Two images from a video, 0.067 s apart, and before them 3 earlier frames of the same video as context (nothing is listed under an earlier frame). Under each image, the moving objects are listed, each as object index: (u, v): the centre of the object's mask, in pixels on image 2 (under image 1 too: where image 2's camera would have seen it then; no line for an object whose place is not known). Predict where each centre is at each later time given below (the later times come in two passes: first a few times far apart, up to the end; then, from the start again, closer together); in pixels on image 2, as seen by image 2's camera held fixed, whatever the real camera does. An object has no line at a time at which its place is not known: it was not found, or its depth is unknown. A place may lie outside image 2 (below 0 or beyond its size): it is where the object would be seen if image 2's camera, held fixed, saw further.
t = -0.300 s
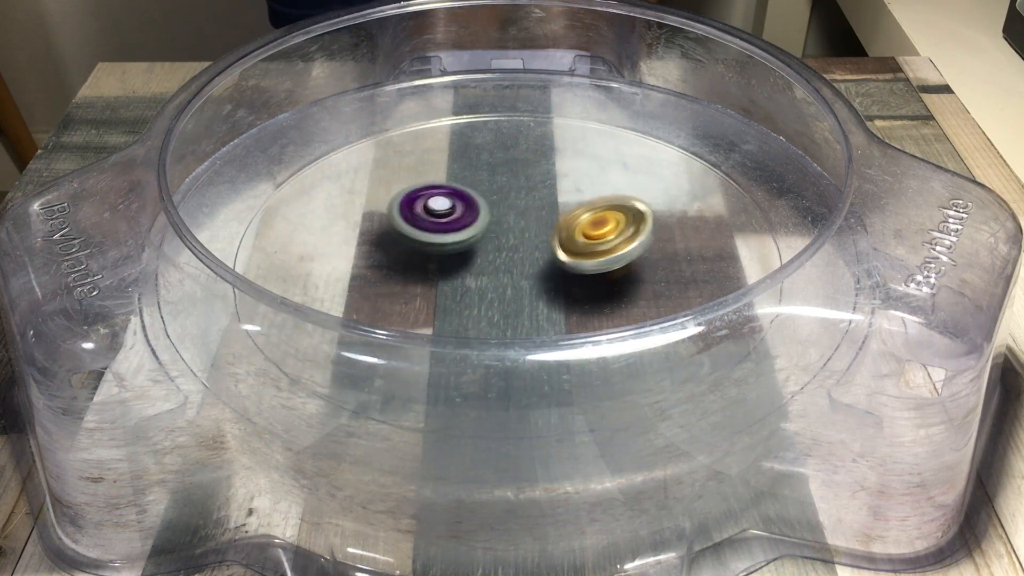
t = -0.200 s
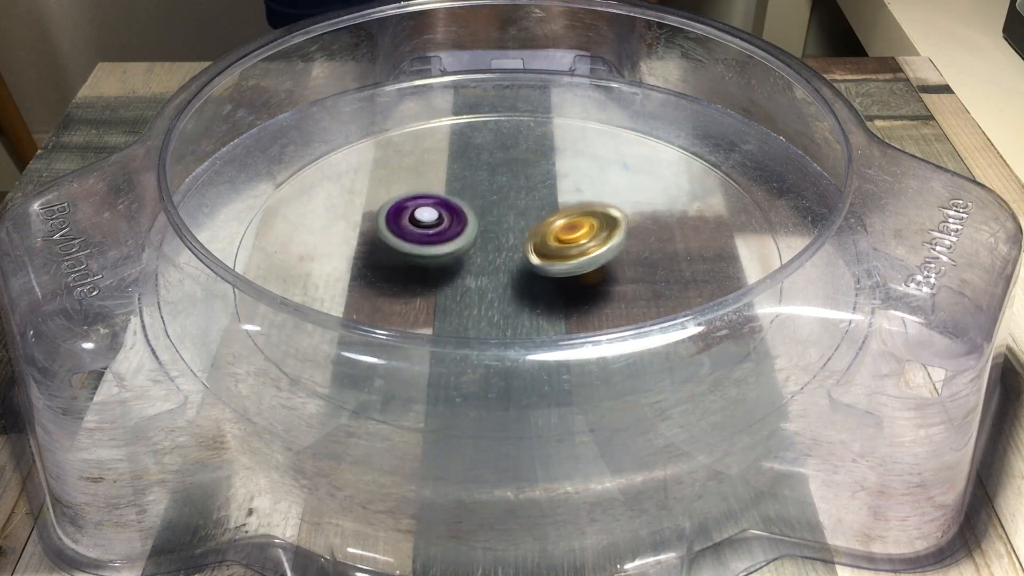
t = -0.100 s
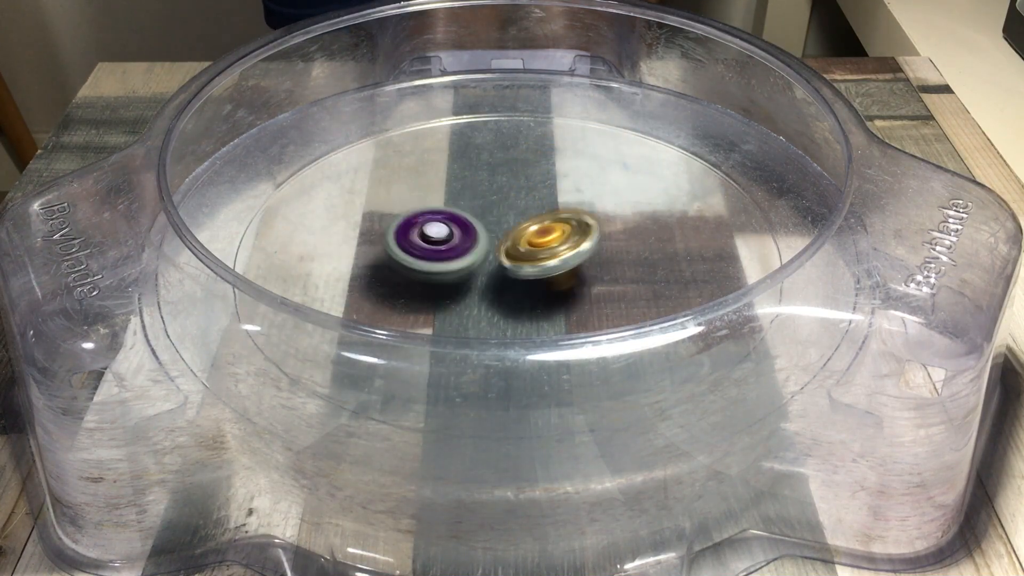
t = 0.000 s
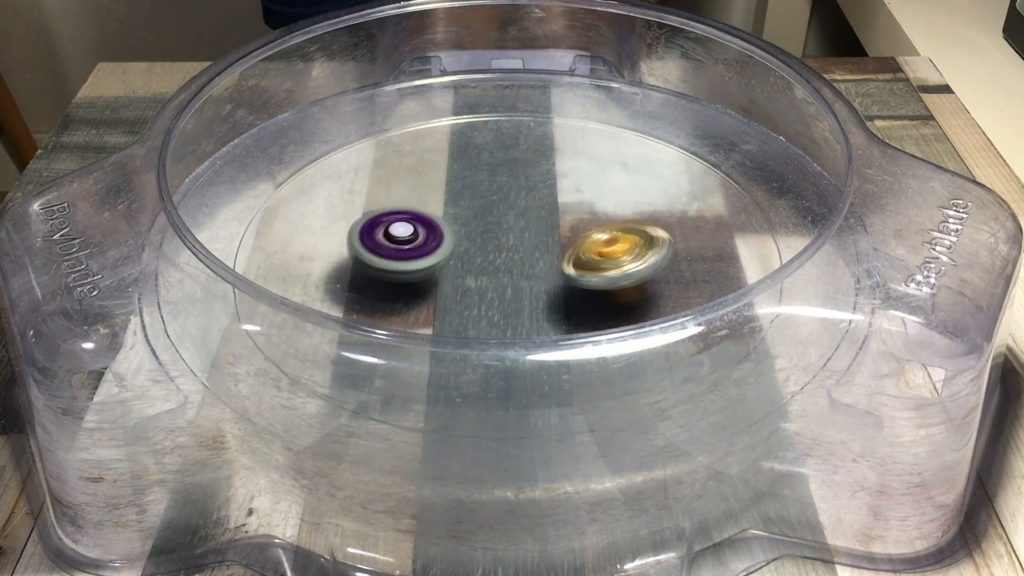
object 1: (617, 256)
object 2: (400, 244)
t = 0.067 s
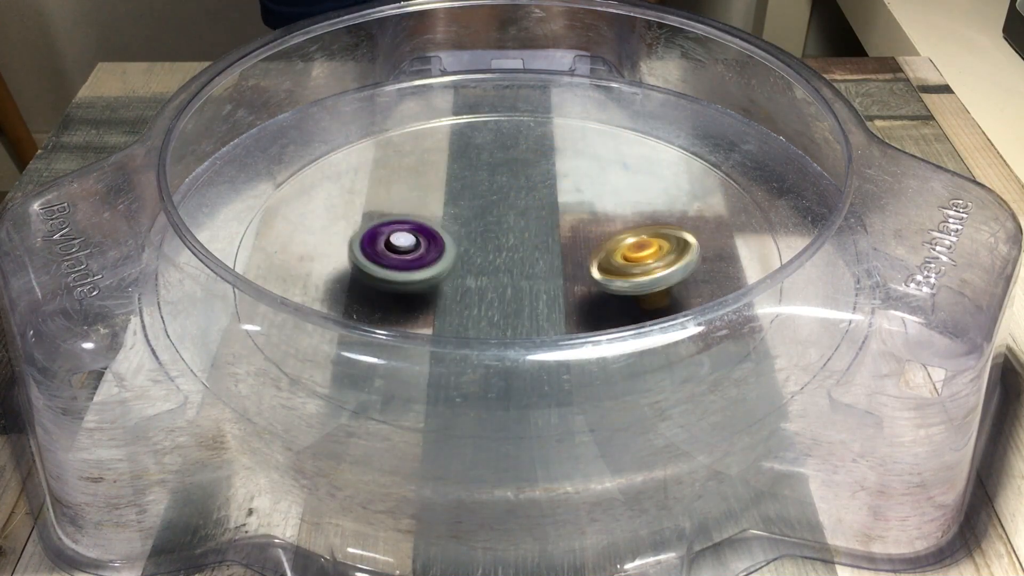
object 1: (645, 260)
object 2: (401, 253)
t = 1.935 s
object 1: (541, 195)
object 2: (660, 237)
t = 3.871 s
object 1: (509, 198)
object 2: (357, 196)
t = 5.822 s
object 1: (443, 241)
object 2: (542, 312)
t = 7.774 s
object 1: (485, 267)
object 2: (573, 218)
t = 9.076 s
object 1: (521, 212)
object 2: (439, 281)
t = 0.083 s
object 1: (646, 261)
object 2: (405, 256)
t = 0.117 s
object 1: (647, 262)
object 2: (412, 262)
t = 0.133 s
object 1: (647, 262)
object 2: (417, 265)
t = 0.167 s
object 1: (643, 263)
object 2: (429, 267)
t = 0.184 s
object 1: (640, 263)
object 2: (434, 268)
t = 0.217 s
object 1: (632, 263)
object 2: (449, 270)
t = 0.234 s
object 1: (629, 263)
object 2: (456, 272)
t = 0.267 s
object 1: (621, 263)
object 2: (469, 271)
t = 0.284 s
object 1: (617, 263)
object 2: (476, 270)
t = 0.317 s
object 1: (609, 263)
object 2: (490, 266)
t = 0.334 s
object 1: (604, 263)
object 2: (495, 265)
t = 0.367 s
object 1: (612, 263)
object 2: (496, 259)
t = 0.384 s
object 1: (614, 264)
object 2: (497, 255)
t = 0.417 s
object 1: (615, 264)
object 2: (502, 249)
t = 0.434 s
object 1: (614, 264)
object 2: (505, 247)
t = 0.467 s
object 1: (611, 265)
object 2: (508, 241)
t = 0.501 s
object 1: (606, 265)
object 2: (511, 235)
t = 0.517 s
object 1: (604, 265)
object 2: (511, 232)
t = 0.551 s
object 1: (598, 264)
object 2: (511, 225)
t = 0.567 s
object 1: (593, 264)
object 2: (512, 222)
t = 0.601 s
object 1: (587, 263)
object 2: (509, 218)
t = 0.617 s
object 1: (584, 263)
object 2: (507, 215)
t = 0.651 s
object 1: (576, 262)
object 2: (504, 211)
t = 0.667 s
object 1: (572, 262)
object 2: (501, 209)
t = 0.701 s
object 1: (565, 261)
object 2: (496, 207)
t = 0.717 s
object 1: (562, 260)
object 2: (493, 206)
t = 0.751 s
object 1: (554, 259)
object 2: (487, 204)
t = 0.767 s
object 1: (550, 258)
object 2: (483, 205)
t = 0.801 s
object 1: (543, 256)
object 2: (477, 205)
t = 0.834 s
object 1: (535, 255)
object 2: (472, 206)
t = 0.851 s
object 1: (535, 258)
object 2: (471, 206)
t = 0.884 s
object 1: (547, 274)
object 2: (458, 195)
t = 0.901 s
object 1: (559, 288)
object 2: (445, 183)
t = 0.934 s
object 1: (575, 306)
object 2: (426, 161)
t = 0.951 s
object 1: (577, 306)
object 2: (420, 155)
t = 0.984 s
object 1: (602, 332)
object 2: (405, 144)
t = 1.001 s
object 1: (613, 357)
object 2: (396, 143)
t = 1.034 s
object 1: (625, 365)
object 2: (381, 143)
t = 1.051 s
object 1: (625, 364)
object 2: (375, 145)
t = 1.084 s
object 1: (624, 363)
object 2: (364, 149)
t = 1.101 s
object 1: (622, 362)
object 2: (359, 151)
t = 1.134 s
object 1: (618, 359)
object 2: (350, 159)
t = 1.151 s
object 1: (616, 356)
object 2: (346, 163)
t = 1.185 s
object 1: (603, 333)
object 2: (341, 174)
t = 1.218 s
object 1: (587, 311)
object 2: (339, 186)
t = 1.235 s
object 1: (585, 310)
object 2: (340, 192)
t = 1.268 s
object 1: (577, 305)
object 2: (344, 203)
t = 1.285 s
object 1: (573, 300)
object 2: (346, 209)
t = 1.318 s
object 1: (564, 291)
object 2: (356, 222)
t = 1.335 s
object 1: (556, 284)
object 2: (363, 228)
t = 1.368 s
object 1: (545, 271)
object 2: (379, 240)
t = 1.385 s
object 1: (541, 266)
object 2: (387, 243)
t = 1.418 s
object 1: (530, 253)
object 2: (409, 253)
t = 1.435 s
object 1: (525, 245)
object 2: (420, 260)
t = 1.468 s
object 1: (535, 225)
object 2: (428, 263)
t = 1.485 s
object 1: (542, 224)
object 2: (436, 264)
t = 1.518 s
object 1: (557, 215)
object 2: (453, 267)
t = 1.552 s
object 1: (570, 205)
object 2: (472, 270)
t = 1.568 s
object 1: (576, 201)
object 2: (483, 270)
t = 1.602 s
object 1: (584, 194)
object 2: (506, 271)
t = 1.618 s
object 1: (585, 192)
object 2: (517, 270)
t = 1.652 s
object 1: (587, 188)
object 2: (539, 268)
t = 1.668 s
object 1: (587, 187)
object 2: (550, 267)
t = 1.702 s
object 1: (583, 187)
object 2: (568, 263)
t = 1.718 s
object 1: (581, 185)
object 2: (576, 262)
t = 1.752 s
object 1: (576, 182)
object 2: (593, 261)
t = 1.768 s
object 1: (573, 181)
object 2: (601, 261)
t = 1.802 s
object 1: (567, 181)
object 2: (616, 258)
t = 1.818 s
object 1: (563, 182)
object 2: (622, 256)
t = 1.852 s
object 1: (558, 185)
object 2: (634, 252)
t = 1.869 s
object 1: (555, 186)
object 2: (640, 249)
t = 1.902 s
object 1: (548, 190)
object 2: (652, 243)
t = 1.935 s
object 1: (541, 195)
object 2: (660, 237)
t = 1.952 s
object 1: (537, 198)
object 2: (663, 233)
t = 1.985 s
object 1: (529, 203)
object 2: (668, 227)
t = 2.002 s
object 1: (527, 205)
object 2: (671, 223)
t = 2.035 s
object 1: (520, 210)
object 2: (673, 217)
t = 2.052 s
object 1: (515, 213)
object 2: (673, 214)
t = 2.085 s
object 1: (510, 217)
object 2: (672, 208)
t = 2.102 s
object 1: (507, 219)
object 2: (671, 206)
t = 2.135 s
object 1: (502, 222)
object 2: (666, 202)
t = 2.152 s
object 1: (500, 223)
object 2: (662, 200)
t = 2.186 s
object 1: (496, 227)
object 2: (653, 198)
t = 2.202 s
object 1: (495, 228)
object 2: (646, 198)
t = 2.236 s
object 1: (493, 230)
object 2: (633, 199)
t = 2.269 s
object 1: (493, 231)
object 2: (619, 203)
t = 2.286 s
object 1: (492, 232)
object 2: (613, 204)
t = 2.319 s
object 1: (494, 232)
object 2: (598, 209)
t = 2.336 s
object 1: (494, 233)
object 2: (592, 212)
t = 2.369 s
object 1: (495, 232)
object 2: (583, 218)
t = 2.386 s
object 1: (485, 230)
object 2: (580, 222)
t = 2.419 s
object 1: (463, 229)
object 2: (570, 231)
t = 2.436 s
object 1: (450, 230)
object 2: (566, 235)
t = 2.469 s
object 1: (428, 227)
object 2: (559, 243)
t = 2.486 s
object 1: (418, 232)
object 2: (554, 249)
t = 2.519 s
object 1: (403, 232)
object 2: (547, 259)
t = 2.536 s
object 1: (395, 230)
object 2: (544, 263)
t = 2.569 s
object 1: (385, 236)
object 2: (537, 273)
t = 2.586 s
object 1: (383, 236)
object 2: (534, 278)
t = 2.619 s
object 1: (380, 238)
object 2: (528, 286)
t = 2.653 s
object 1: (381, 243)
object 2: (523, 293)
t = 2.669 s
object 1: (382, 244)
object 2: (521, 299)
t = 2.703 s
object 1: (387, 248)
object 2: (517, 305)
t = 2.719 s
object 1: (390, 249)
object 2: (515, 306)
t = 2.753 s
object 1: (401, 251)
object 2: (515, 310)
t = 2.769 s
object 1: (405, 253)
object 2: (515, 315)
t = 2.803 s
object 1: (416, 256)
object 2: (516, 318)
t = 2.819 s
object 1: (422, 257)
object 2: (516, 319)
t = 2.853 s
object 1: (435, 260)
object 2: (517, 322)
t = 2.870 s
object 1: (441, 260)
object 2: (518, 323)
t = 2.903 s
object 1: (456, 262)
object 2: (521, 325)
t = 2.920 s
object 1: (463, 263)
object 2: (517, 335)
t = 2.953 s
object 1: (476, 263)
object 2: (520, 338)
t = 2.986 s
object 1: (489, 263)
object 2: (524, 339)
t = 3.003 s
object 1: (494, 262)
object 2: (528, 339)
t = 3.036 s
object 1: (505, 261)
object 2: (529, 339)
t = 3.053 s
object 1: (509, 261)
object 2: (534, 339)
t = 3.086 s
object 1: (517, 260)
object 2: (539, 337)
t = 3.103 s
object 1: (520, 259)
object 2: (539, 334)
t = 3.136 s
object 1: (526, 258)
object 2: (542, 323)
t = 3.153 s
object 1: (528, 258)
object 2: (540, 321)
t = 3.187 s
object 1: (532, 257)
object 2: (538, 318)
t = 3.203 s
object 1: (533, 257)
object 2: (537, 318)
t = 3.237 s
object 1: (535, 257)
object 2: (532, 315)
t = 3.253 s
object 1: (536, 251)
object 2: (529, 312)
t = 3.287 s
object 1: (546, 241)
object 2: (522, 308)
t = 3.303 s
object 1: (550, 239)
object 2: (518, 307)
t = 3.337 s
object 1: (557, 227)
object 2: (510, 303)
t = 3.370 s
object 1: (561, 215)
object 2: (500, 294)
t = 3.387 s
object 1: (562, 211)
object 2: (496, 288)
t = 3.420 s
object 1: (563, 203)
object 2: (486, 281)
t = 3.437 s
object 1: (562, 198)
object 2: (479, 277)
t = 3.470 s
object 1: (560, 192)
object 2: (469, 268)
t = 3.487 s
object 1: (558, 190)
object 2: (463, 262)
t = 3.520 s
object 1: (553, 186)
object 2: (452, 255)
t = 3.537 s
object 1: (550, 184)
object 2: (445, 251)
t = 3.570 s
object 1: (544, 182)
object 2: (434, 243)
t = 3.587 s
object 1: (541, 182)
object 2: (428, 238)
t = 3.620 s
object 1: (536, 182)
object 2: (418, 230)
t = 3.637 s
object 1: (534, 182)
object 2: (412, 227)
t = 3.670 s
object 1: (530, 184)
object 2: (401, 221)
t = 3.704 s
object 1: (526, 186)
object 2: (392, 216)
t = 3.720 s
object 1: (524, 187)
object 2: (387, 212)
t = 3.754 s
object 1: (520, 189)
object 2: (379, 208)
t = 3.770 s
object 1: (519, 190)
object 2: (375, 206)
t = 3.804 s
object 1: (516, 192)
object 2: (368, 201)
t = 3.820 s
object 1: (514, 194)
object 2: (365, 199)
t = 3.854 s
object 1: (510, 196)
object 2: (359, 197)
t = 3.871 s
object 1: (509, 198)
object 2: (357, 196)
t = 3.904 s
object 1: (506, 201)
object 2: (354, 195)
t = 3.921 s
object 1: (504, 202)
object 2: (353, 195)
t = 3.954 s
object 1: (501, 205)
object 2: (353, 195)
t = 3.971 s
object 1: (500, 206)
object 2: (353, 196)
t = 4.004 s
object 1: (497, 208)
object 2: (354, 197)
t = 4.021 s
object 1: (495, 208)
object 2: (355, 197)
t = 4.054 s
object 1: (492, 210)
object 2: (358, 199)
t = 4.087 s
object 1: (490, 211)
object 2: (363, 200)
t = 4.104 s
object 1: (489, 211)
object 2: (368, 202)
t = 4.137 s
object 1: (488, 213)
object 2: (377, 204)
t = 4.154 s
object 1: (488, 213)
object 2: (381, 205)
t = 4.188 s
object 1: (494, 215)
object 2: (389, 208)
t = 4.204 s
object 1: (496, 217)
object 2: (394, 208)
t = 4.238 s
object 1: (507, 220)
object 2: (402, 209)
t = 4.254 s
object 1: (513, 223)
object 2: (406, 210)
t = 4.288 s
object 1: (525, 227)
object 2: (416, 212)
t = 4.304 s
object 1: (530, 228)
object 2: (422, 212)
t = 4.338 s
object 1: (540, 232)
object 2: (433, 213)
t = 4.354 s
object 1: (544, 234)
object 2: (439, 213)
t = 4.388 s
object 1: (551, 237)
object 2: (450, 213)
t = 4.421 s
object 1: (555, 240)
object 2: (461, 213)
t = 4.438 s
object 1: (556, 242)
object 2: (469, 214)
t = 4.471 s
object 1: (562, 246)
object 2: (479, 213)
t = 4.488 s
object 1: (567, 251)
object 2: (484, 212)
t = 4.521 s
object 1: (573, 256)
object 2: (494, 211)
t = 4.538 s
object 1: (575, 259)
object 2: (500, 211)
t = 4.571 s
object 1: (578, 264)
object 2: (511, 211)
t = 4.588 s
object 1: (579, 265)
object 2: (514, 210)
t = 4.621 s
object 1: (579, 268)
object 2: (527, 208)
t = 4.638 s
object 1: (578, 269)
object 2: (535, 208)
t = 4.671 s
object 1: (578, 271)
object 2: (545, 207)
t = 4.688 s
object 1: (578, 271)
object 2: (550, 206)
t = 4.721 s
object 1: (577, 271)
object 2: (562, 204)
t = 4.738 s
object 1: (576, 272)
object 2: (569, 204)
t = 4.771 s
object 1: (574, 272)
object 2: (578, 204)
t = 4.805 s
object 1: (573, 272)
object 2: (588, 203)
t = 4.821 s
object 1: (572, 272)
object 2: (592, 203)
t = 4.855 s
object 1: (570, 272)
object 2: (600, 203)
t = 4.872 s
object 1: (569, 272)
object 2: (604, 204)
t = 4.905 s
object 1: (566, 272)
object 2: (608, 204)
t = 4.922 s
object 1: (565, 272)
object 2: (610, 204)
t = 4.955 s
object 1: (563, 272)
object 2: (614, 206)
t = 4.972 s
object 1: (561, 272)
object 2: (615, 206)
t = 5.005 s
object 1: (557, 272)
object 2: (617, 208)
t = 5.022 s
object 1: (556, 273)
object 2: (618, 208)
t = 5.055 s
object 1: (551, 272)
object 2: (619, 210)
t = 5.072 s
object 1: (548, 272)
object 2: (619, 212)
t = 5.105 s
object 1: (542, 271)
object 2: (619, 214)
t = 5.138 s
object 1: (536, 270)
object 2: (618, 217)
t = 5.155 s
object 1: (533, 270)
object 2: (617, 218)
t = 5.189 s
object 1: (526, 269)
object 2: (615, 222)
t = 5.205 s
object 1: (522, 268)
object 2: (614, 224)
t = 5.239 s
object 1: (515, 267)
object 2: (611, 229)
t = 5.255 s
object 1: (513, 267)
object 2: (610, 231)
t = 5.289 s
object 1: (505, 266)
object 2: (606, 238)
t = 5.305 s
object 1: (500, 266)
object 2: (604, 242)
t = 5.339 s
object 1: (494, 265)
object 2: (599, 248)
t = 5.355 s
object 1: (493, 264)
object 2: (597, 250)
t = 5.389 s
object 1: (486, 263)
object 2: (593, 257)
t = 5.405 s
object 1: (483, 262)
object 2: (591, 261)
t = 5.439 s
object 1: (475, 261)
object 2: (587, 268)
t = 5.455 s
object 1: (473, 260)
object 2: (585, 270)
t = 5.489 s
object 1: (466, 258)
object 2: (582, 276)
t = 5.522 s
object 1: (461, 256)
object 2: (579, 282)
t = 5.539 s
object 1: (459, 255)
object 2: (577, 285)
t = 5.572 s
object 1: (454, 253)
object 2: (573, 291)
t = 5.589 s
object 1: (452, 252)
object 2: (571, 292)
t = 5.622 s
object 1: (448, 250)
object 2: (567, 296)
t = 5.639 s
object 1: (447, 249)
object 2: (565, 299)
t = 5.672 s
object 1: (444, 248)
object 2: (560, 303)
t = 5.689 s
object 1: (443, 247)
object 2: (559, 303)
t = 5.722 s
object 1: (442, 245)
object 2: (555, 306)
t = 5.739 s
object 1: (441, 245)
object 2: (552, 308)
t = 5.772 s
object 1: (442, 244)
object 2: (547, 310)
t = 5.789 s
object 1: (442, 244)
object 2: (546, 311)
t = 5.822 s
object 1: (443, 241)
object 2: (542, 312)
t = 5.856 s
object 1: (445, 239)
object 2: (538, 312)
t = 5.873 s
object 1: (446, 238)
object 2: (536, 313)
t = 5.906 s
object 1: (449, 236)
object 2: (532, 313)
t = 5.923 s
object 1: (450, 236)
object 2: (530, 313)
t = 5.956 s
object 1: (452, 233)
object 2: (525, 312)
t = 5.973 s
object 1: (453, 232)
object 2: (522, 312)
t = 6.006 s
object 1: (456, 231)
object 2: (516, 311)
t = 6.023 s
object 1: (458, 230)
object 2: (512, 310)
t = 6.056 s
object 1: (461, 228)
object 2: (507, 309)
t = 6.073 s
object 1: (462, 227)
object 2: (504, 308)
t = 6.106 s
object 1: (466, 226)
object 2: (496, 307)
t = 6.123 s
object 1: (468, 225)
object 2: (493, 303)
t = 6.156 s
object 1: (472, 224)
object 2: (487, 301)
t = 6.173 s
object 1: (474, 223)
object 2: (483, 300)
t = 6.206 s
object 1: (479, 222)
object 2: (475, 296)
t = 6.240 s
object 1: (484, 221)
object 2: (467, 293)
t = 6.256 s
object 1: (487, 220)
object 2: (463, 290)
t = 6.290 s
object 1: (492, 218)
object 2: (456, 286)
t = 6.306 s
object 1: (495, 218)
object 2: (452, 284)
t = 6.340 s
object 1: (499, 218)
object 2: (445, 280)
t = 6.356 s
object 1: (501, 217)
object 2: (441, 277)
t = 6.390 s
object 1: (505, 217)
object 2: (434, 273)
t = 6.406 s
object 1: (507, 217)
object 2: (430, 271)
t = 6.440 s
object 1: (511, 216)
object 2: (423, 267)
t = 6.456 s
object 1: (513, 216)
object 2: (421, 264)
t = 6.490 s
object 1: (517, 217)
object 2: (415, 259)
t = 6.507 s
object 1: (519, 217)
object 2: (411, 257)
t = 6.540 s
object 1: (522, 217)
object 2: (406, 253)
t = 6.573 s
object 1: (526, 218)
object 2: (401, 249)
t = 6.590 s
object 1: (527, 218)
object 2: (400, 247)
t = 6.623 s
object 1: (530, 219)
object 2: (397, 244)
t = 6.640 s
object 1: (533, 220)
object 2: (396, 243)
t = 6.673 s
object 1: (536, 221)
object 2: (396, 241)
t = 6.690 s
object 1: (537, 222)
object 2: (396, 240)
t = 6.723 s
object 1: (540, 224)
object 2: (397, 238)
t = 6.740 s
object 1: (542, 225)
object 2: (398, 237)
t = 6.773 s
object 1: (545, 227)
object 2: (399, 235)
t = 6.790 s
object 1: (546, 228)
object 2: (401, 234)
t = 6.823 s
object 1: (548, 231)
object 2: (404, 233)
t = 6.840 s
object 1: (549, 232)
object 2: (405, 232)
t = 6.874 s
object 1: (551, 236)
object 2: (410, 231)
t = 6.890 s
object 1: (551, 237)
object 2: (413, 230)
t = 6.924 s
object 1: (553, 240)
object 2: (419, 229)
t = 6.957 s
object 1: (554, 243)
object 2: (427, 226)
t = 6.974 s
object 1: (555, 245)
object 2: (431, 225)
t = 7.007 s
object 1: (557, 247)
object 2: (439, 223)
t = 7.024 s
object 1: (558, 249)
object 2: (443, 222)
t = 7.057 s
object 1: (560, 251)
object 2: (451, 220)
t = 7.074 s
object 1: (561, 252)
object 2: (455, 220)
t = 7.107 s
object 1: (562, 254)
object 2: (464, 217)
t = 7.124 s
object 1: (562, 255)
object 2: (468, 216)
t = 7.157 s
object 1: (563, 257)
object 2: (478, 213)
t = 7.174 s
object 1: (563, 259)
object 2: (482, 213)
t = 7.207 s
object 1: (563, 260)
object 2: (491, 210)
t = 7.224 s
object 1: (563, 261)
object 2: (495, 209)
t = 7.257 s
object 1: (563, 262)
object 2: (503, 206)
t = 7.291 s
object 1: (561, 263)
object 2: (510, 204)
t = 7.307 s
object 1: (560, 263)
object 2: (515, 203)
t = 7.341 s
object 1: (557, 264)
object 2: (523, 201)
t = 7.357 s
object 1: (555, 265)
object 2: (526, 200)
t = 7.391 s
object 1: (551, 266)
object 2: (533, 198)
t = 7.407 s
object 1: (549, 266)
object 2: (536, 198)
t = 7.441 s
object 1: (543, 266)
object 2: (542, 197)
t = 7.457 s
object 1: (541, 267)
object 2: (544, 197)
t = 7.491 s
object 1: (535, 267)
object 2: (549, 197)
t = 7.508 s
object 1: (531, 267)
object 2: (552, 198)
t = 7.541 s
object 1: (526, 267)
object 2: (556, 199)
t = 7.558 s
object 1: (523, 267)
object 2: (557, 199)
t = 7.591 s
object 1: (517, 268)
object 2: (559, 201)
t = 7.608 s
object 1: (513, 268)
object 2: (561, 203)
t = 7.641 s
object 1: (508, 268)
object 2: (564, 205)
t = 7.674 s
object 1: (502, 268)
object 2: (567, 208)
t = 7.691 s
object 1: (500, 268)
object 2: (568, 209)
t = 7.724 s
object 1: (495, 268)
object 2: (570, 212)
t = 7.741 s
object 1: (491, 268)
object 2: (571, 214)
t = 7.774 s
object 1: (485, 267)
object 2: (573, 218)
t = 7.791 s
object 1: (483, 267)
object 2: (574, 220)
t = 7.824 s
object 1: (478, 267)
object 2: (576, 225)
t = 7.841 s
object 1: (474, 266)
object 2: (576, 228)
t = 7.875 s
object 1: (471, 265)
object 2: (579, 232)
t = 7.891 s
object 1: (468, 264)
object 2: (580, 234)
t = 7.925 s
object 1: (463, 263)
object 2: (581, 239)
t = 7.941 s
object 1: (461, 262)
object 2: (582, 242)
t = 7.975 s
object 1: (459, 260)
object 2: (582, 247)
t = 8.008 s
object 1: (457, 259)
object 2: (583, 252)
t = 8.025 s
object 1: (456, 257)
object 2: (584, 254)
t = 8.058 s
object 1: (455, 255)
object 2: (584, 260)
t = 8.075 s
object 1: (454, 253)
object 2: (585, 263)
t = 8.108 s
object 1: (454, 251)
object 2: (585, 268)
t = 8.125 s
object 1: (455, 249)
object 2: (586, 270)
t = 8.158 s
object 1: (454, 246)
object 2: (585, 274)
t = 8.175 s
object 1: (454, 245)
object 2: (585, 277)
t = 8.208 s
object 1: (454, 244)
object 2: (585, 281)
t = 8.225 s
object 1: (454, 242)
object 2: (584, 282)
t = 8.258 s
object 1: (453, 240)
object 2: (583, 285)
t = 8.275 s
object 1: (454, 239)
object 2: (583, 287)
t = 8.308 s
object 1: (454, 237)
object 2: (582, 290)
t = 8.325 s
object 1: (454, 236)
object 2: (581, 290)
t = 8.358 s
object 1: (454, 233)
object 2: (578, 292)
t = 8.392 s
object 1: (455, 232)
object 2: (575, 294)
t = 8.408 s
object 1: (454, 231)
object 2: (573, 295)
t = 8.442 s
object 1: (455, 228)
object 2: (569, 296)
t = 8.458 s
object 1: (455, 228)
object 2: (566, 296)
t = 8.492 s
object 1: (456, 226)
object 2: (562, 297)
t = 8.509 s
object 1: (456, 226)
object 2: (559, 298)
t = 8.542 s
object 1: (457, 225)
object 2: (552, 298)
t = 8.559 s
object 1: (458, 225)
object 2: (550, 298)
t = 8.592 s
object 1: (459, 224)
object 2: (542, 298)
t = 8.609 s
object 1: (460, 224)
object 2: (538, 298)
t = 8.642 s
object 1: (462, 225)
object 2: (530, 298)
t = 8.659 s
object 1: (464, 225)
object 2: (526, 297)
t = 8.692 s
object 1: (467, 224)
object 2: (517, 296)
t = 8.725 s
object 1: (471, 224)
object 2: (509, 295)
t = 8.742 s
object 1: (473, 224)
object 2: (504, 295)
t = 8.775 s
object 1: (478, 221)
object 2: (496, 295)
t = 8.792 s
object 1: (482, 220)
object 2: (491, 294)
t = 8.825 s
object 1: (487, 218)
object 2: (483, 294)
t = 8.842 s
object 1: (489, 217)
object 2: (479, 293)
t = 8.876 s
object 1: (495, 216)
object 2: (472, 292)
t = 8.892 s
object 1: (497, 215)
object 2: (469, 290)
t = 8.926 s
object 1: (502, 214)
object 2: (461, 289)
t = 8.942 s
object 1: (504, 214)
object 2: (458, 289)
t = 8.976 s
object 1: (508, 213)
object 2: (452, 287)
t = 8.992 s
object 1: (510, 212)
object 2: (449, 285)
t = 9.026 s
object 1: (515, 212)
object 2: (445, 284)
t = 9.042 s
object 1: (517, 212)
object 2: (442, 283)
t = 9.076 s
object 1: (521, 212)
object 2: (439, 281)
